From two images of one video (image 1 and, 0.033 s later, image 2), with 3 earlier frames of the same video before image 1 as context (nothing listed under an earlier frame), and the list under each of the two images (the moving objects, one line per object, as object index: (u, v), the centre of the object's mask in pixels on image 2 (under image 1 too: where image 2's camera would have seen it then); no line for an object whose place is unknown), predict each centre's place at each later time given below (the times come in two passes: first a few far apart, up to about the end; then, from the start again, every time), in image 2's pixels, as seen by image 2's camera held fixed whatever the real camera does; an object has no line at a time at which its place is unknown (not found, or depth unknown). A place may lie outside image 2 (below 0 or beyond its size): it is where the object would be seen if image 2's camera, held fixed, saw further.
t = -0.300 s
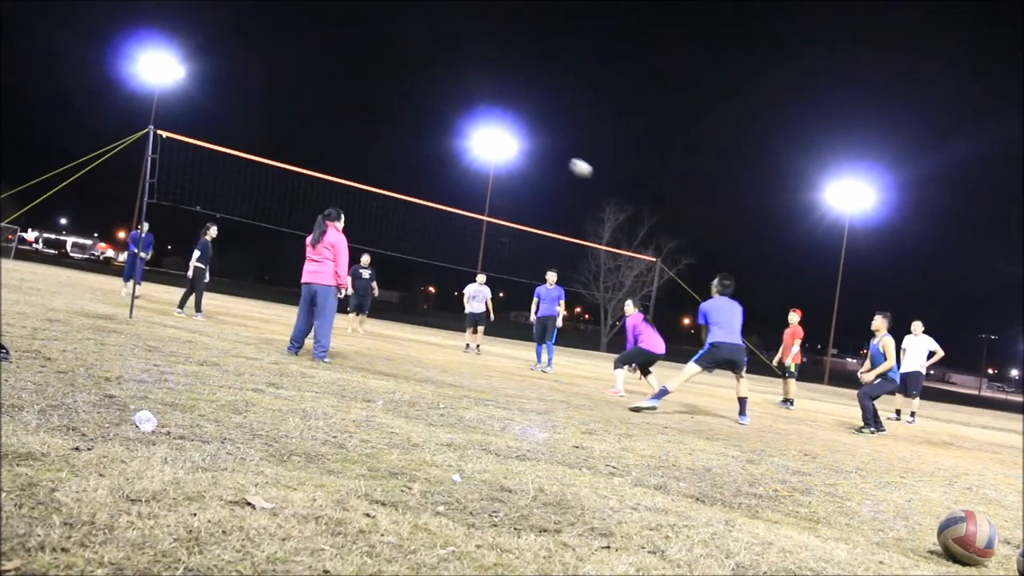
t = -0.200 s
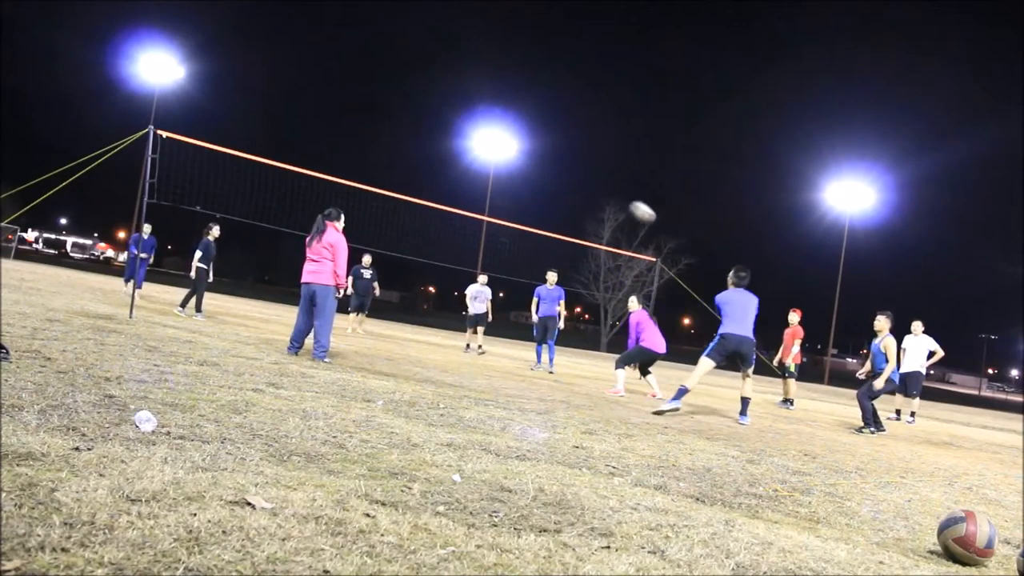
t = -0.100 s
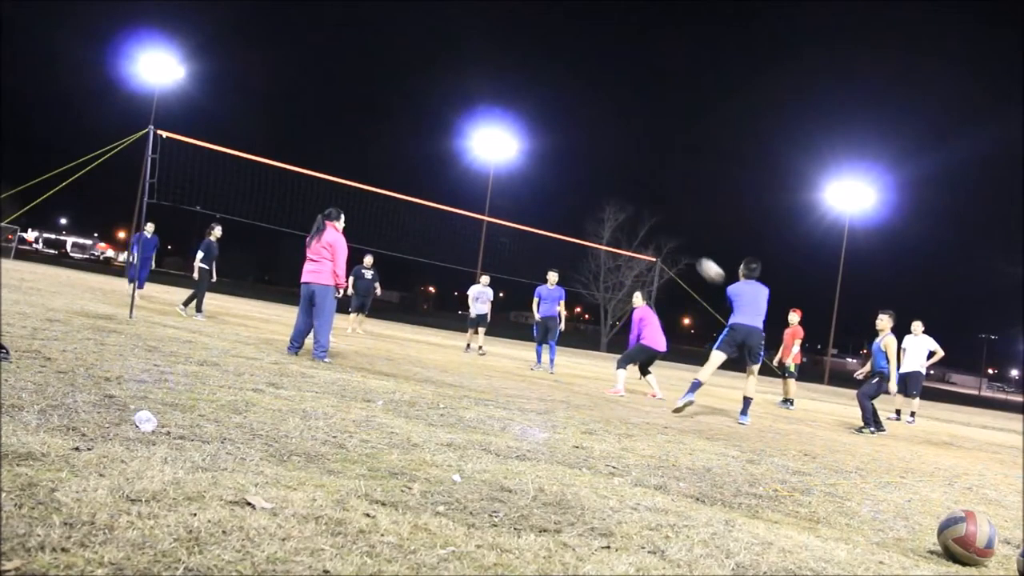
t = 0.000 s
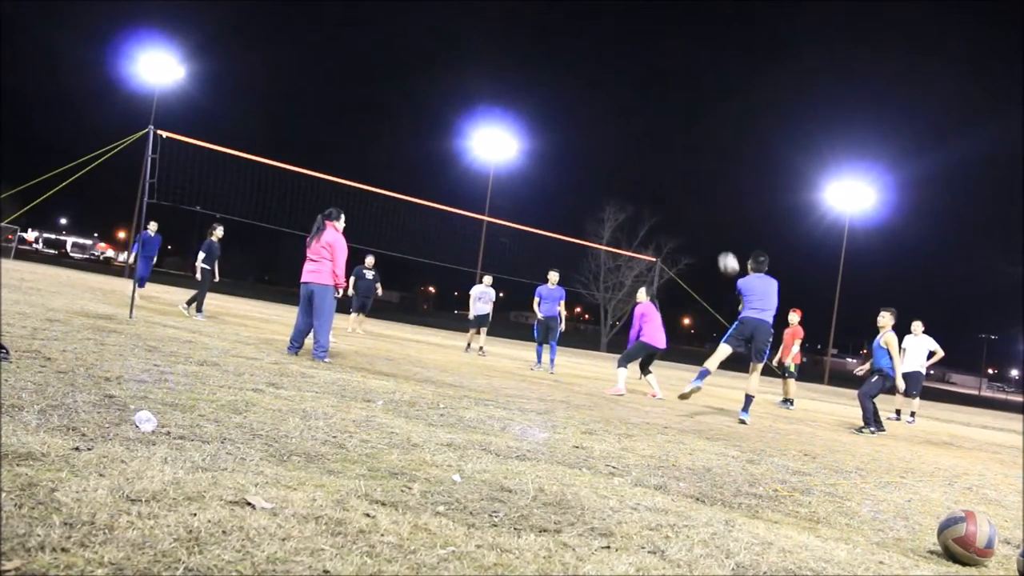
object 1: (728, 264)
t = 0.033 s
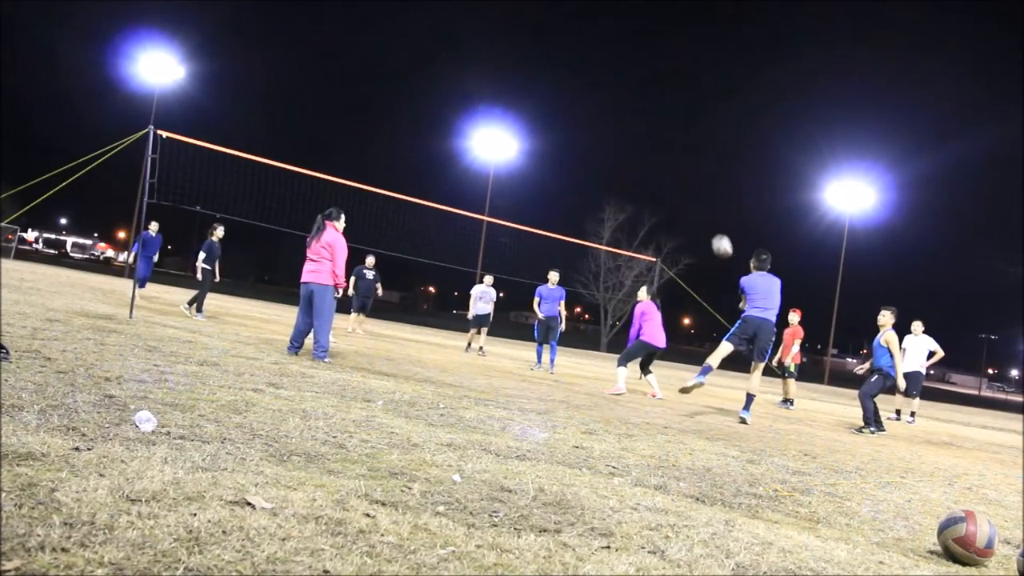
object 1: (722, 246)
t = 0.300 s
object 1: (673, 153)
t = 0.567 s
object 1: (626, 130)
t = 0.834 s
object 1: (580, 156)
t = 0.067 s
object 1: (715, 230)
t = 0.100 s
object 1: (709, 215)
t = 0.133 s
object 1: (703, 202)
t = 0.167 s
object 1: (697, 189)
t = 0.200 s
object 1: (691, 179)
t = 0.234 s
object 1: (685, 169)
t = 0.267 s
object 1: (679, 160)
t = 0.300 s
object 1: (673, 153)
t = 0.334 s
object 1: (667, 147)
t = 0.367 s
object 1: (661, 142)
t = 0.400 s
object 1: (655, 137)
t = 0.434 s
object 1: (649, 134)
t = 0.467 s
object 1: (643, 132)
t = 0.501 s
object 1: (638, 130)
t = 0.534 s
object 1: (632, 130)
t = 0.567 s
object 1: (626, 130)
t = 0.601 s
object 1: (620, 131)
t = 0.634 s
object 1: (614, 132)
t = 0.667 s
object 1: (609, 135)
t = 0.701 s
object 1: (603, 138)
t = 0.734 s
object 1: (597, 141)
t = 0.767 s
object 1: (591, 146)
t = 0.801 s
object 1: (586, 151)
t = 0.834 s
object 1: (580, 156)
